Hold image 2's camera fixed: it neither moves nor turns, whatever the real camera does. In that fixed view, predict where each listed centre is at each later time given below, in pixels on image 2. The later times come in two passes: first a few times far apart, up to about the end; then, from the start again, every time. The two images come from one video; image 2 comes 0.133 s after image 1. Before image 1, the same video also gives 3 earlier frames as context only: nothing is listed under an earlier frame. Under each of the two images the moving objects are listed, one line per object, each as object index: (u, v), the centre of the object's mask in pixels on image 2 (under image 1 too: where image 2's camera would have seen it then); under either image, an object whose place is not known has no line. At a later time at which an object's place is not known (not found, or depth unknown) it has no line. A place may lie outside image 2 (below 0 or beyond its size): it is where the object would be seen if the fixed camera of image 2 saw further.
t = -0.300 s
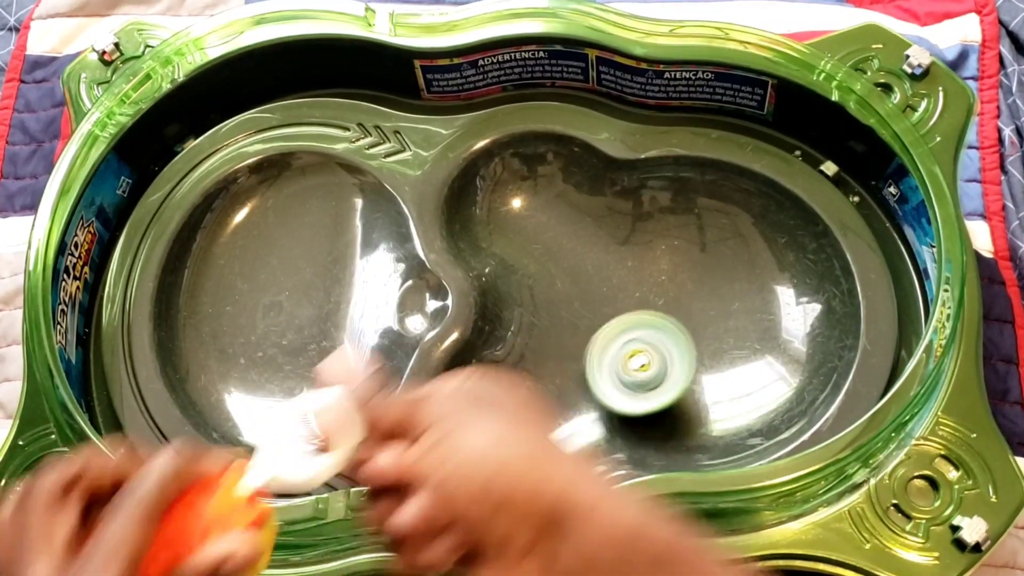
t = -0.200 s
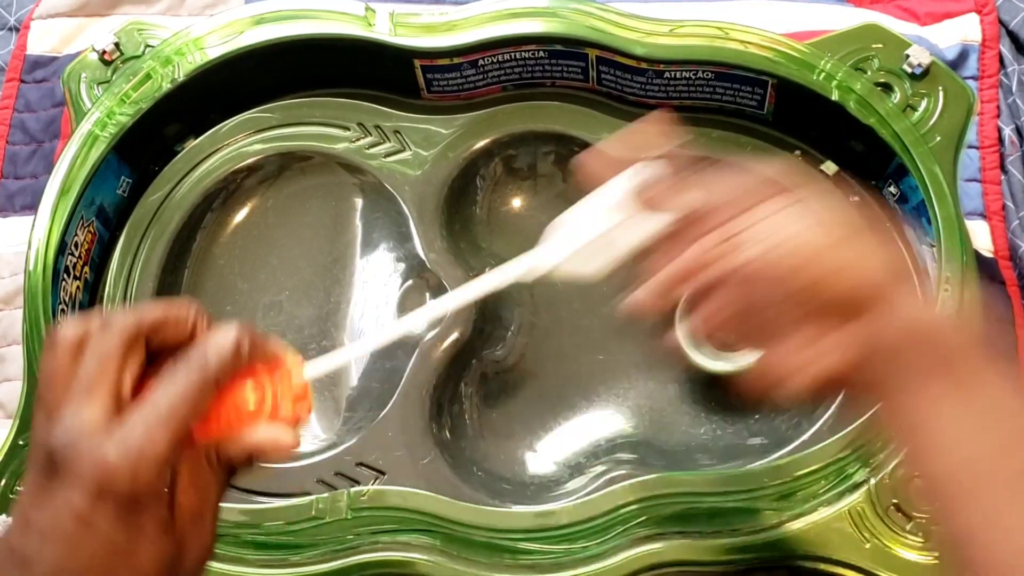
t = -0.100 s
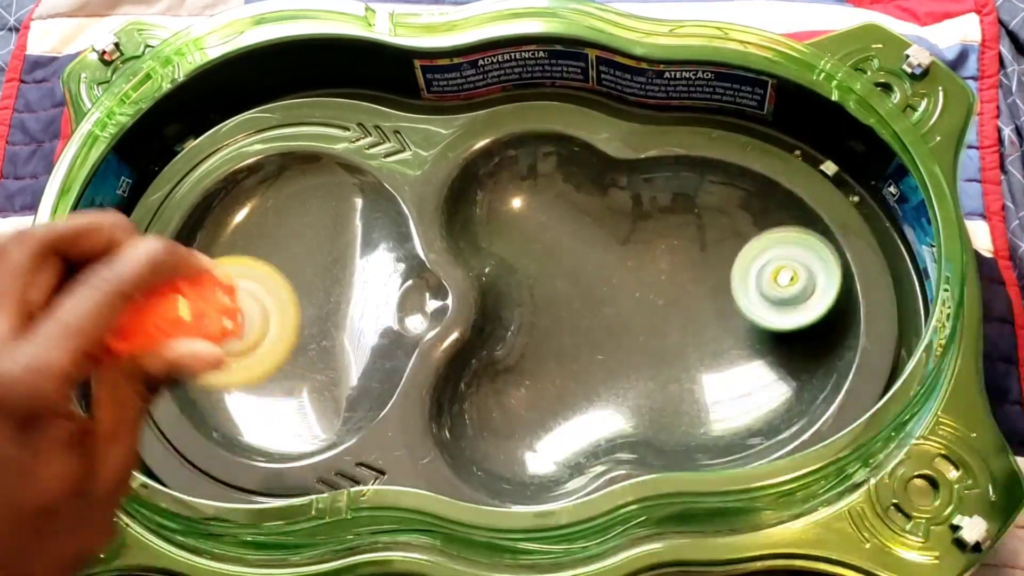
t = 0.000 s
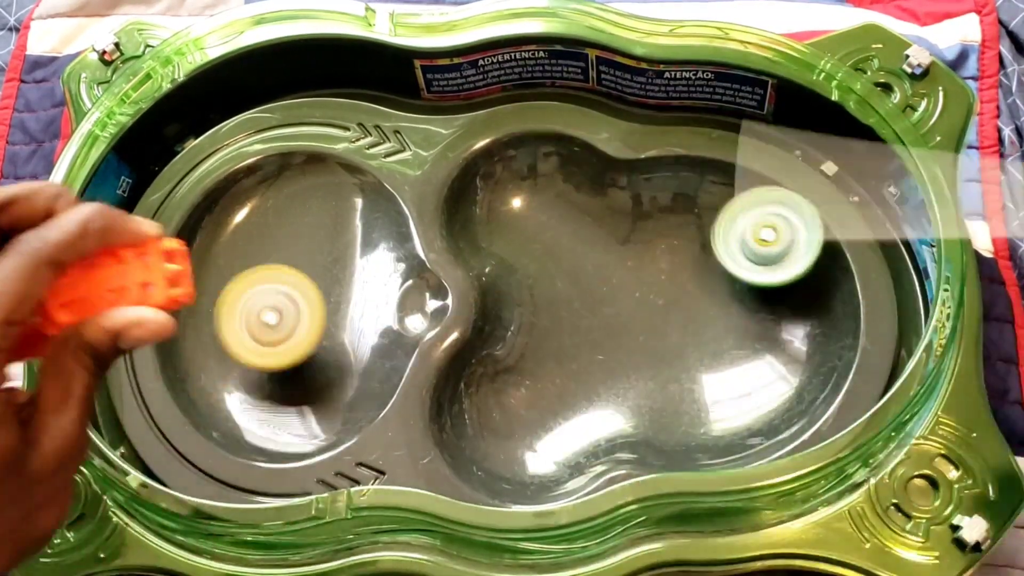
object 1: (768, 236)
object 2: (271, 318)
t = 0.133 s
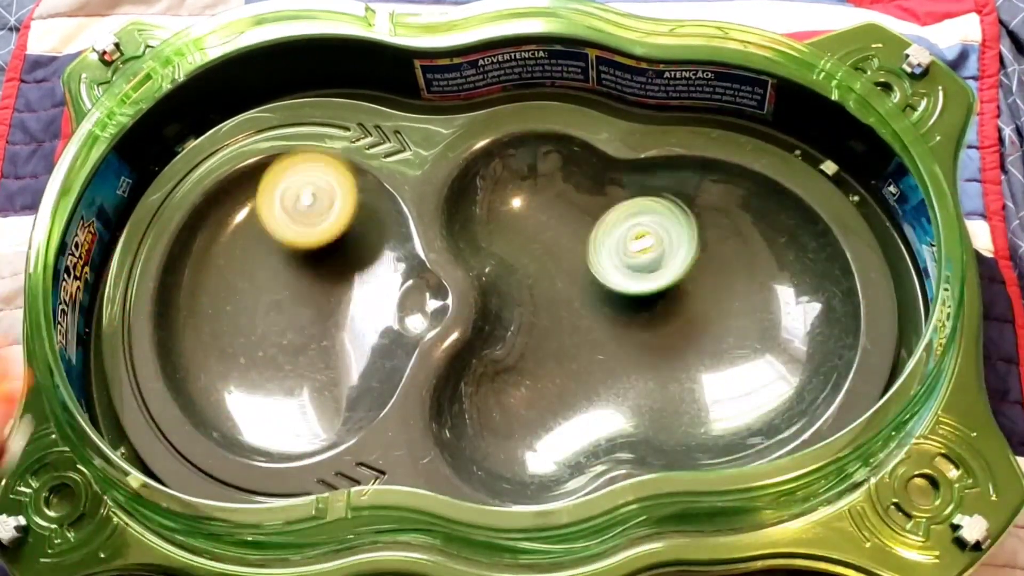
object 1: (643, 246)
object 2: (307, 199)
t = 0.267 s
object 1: (542, 328)
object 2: (307, 131)
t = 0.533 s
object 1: (559, 442)
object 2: (277, 281)
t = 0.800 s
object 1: (622, 263)
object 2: (364, 365)
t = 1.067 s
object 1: (672, 282)
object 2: (374, 220)
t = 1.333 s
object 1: (720, 361)
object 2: (210, 237)
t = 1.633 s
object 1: (678, 238)
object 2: (421, 471)
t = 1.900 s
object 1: (535, 321)
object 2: (735, 254)
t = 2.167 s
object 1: (617, 405)
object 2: (674, 260)
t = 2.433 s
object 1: (574, 379)
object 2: (533, 164)
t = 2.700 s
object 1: (653, 400)
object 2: (512, 189)
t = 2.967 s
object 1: (711, 283)
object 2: (591, 246)
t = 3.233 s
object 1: (680, 279)
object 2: (556, 208)
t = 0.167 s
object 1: (611, 263)
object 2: (312, 173)
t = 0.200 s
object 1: (583, 282)
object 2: (313, 150)
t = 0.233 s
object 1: (560, 303)
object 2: (309, 136)
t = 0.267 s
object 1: (542, 328)
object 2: (307, 131)
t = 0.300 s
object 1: (529, 357)
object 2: (303, 133)
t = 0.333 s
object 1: (521, 393)
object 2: (301, 142)
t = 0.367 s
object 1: (517, 432)
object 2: (298, 162)
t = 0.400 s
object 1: (520, 458)
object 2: (292, 186)
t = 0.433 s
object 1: (528, 452)
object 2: (284, 211)
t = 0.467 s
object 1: (539, 447)
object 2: (278, 236)
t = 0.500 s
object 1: (551, 447)
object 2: (276, 259)
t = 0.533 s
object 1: (559, 442)
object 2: (277, 281)
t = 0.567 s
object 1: (559, 419)
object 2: (283, 302)
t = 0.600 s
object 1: (560, 391)
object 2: (290, 320)
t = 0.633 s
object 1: (564, 361)
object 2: (299, 338)
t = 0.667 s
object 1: (570, 334)
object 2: (311, 352)
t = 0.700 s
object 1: (579, 312)
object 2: (326, 362)
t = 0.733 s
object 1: (592, 293)
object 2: (341, 367)
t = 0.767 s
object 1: (606, 277)
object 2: (353, 368)
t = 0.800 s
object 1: (622, 263)
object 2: (364, 365)
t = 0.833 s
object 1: (636, 252)
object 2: (374, 359)
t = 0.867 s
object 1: (649, 244)
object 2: (381, 347)
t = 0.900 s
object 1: (659, 241)
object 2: (383, 333)
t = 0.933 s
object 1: (667, 243)
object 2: (385, 315)
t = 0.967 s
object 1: (673, 248)
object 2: (385, 290)
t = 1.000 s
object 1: (676, 258)
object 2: (385, 267)
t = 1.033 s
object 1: (675, 269)
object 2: (382, 245)
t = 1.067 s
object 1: (672, 282)
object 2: (374, 220)
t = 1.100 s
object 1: (667, 295)
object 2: (359, 197)
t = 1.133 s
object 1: (665, 309)
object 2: (341, 177)
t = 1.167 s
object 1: (667, 323)
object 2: (316, 160)
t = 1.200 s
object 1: (673, 337)
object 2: (288, 153)
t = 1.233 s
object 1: (681, 348)
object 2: (258, 157)
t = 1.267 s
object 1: (693, 356)
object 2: (233, 174)
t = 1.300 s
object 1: (705, 361)
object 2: (217, 201)
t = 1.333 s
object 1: (720, 361)
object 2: (210, 237)
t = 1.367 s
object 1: (734, 356)
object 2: (208, 276)
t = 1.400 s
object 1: (744, 347)
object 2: (212, 323)
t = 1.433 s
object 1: (752, 332)
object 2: (222, 364)
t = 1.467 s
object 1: (756, 314)
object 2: (239, 407)
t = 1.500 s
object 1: (754, 293)
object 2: (265, 436)
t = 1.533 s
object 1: (744, 274)
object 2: (303, 455)
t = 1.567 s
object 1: (727, 257)
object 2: (341, 464)
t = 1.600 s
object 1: (705, 244)
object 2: (383, 488)
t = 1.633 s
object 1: (678, 238)
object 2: (421, 471)
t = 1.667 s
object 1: (650, 238)
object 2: (459, 459)
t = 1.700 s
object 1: (621, 243)
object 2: (497, 450)
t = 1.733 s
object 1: (593, 252)
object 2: (539, 439)
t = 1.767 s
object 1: (569, 262)
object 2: (582, 403)
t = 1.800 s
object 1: (551, 273)
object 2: (625, 367)
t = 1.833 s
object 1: (539, 286)
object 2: (664, 331)
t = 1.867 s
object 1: (534, 301)
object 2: (702, 294)
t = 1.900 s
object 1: (535, 321)
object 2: (735, 254)
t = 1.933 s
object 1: (541, 345)
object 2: (761, 218)
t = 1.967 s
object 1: (551, 375)
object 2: (770, 192)
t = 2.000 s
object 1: (563, 404)
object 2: (767, 180)
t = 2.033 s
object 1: (574, 420)
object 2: (762, 176)
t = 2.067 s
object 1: (587, 428)
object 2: (752, 182)
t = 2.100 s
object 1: (599, 426)
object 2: (733, 203)
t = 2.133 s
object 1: (608, 419)
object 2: (705, 230)
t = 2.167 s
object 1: (617, 405)
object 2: (674, 260)
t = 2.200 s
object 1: (625, 385)
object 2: (646, 285)
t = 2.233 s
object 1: (622, 399)
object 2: (636, 261)
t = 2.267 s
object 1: (616, 415)
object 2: (628, 224)
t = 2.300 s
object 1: (609, 422)
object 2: (617, 192)
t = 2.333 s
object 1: (601, 423)
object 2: (598, 171)
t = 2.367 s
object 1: (593, 417)
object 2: (577, 158)
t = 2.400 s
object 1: (584, 401)
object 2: (556, 155)
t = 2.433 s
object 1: (574, 379)
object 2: (533, 164)
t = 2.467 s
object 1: (566, 356)
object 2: (508, 182)
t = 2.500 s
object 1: (562, 338)
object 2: (492, 206)
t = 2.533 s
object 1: (560, 320)
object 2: (493, 229)
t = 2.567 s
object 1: (563, 310)
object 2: (502, 249)
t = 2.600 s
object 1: (587, 334)
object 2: (501, 226)
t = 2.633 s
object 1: (608, 362)
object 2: (500, 207)
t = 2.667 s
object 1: (631, 385)
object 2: (501, 196)
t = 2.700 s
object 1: (653, 400)
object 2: (512, 189)
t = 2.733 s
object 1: (665, 407)
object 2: (527, 186)
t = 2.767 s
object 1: (686, 405)
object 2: (541, 188)
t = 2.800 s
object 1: (705, 396)
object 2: (554, 193)
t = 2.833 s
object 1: (721, 380)
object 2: (564, 200)
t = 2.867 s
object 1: (728, 359)
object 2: (572, 209)
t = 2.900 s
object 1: (728, 336)
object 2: (579, 221)
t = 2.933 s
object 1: (723, 309)
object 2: (584, 233)
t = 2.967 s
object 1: (711, 283)
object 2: (591, 246)
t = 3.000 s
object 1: (702, 265)
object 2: (590, 253)
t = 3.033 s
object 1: (712, 259)
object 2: (572, 244)
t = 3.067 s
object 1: (720, 256)
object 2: (557, 237)
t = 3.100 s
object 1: (720, 257)
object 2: (548, 230)
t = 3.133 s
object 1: (716, 259)
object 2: (544, 224)
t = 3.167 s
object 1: (707, 266)
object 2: (544, 218)
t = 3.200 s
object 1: (694, 272)
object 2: (550, 214)
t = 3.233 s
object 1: (680, 279)
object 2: (556, 208)
